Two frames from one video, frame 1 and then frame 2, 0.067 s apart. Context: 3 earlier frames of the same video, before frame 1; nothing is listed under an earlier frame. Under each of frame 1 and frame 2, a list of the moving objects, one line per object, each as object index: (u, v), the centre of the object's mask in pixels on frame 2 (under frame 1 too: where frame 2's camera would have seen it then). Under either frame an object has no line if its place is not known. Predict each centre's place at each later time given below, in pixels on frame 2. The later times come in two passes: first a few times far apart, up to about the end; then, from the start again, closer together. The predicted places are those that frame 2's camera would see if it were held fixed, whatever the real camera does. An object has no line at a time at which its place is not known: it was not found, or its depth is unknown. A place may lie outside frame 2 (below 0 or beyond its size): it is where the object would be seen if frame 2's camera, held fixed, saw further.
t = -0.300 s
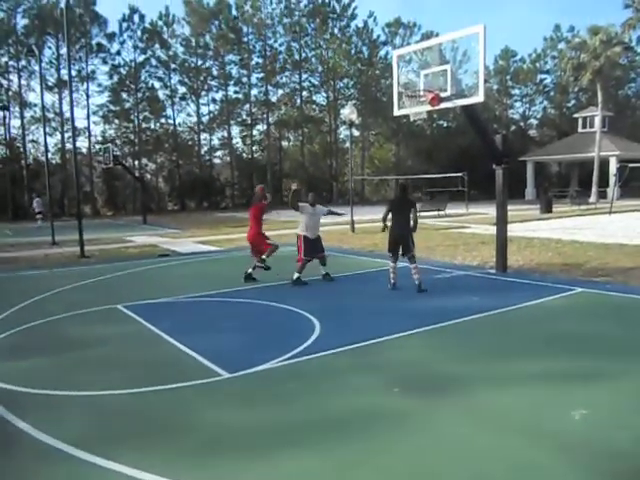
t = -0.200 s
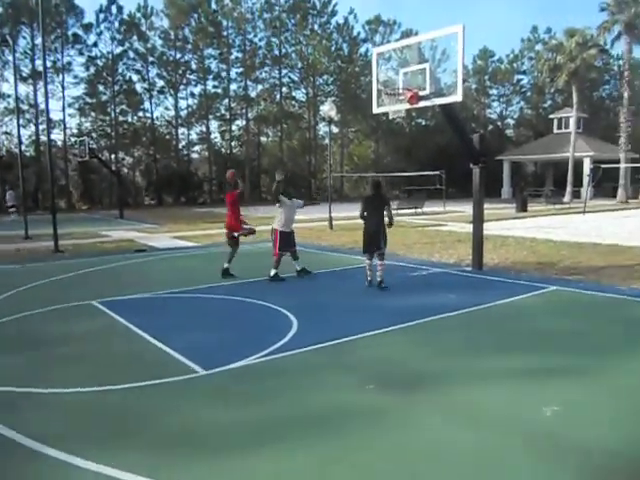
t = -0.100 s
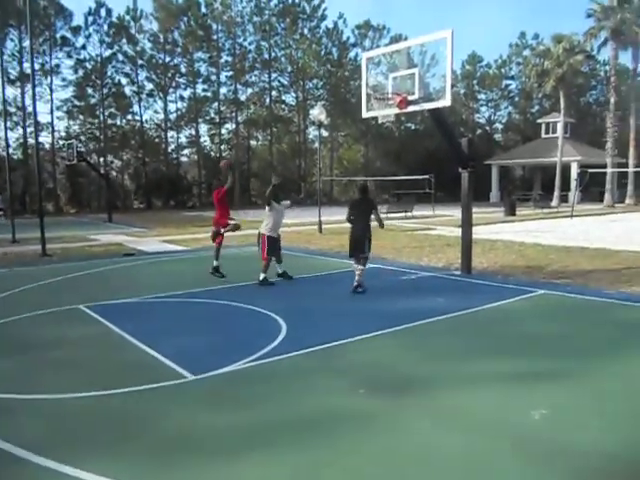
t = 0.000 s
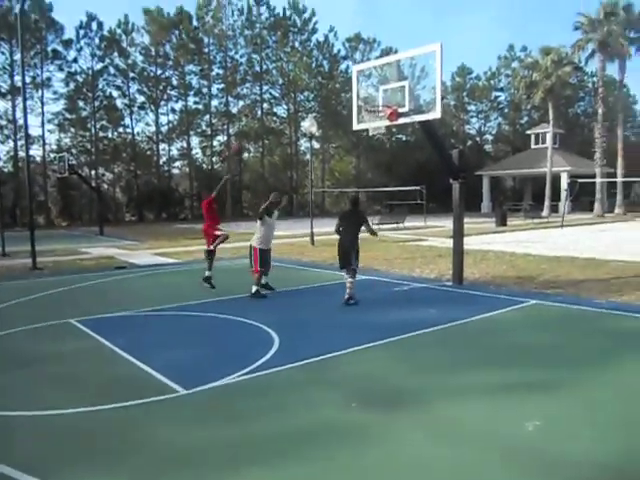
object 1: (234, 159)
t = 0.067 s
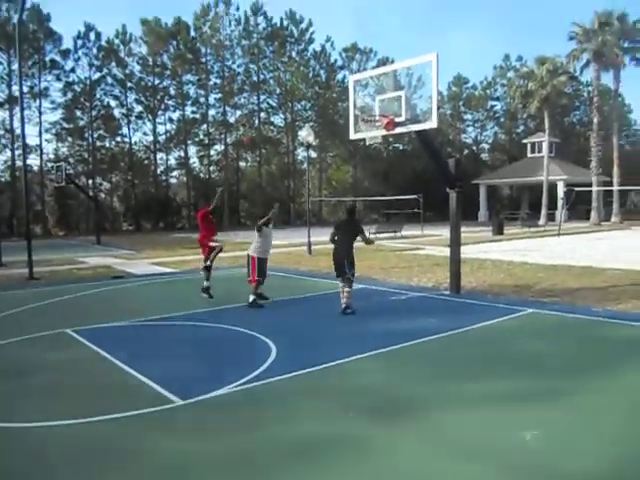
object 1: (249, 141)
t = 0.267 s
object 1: (293, 106)
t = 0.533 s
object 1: (358, 94)
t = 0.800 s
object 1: (361, 108)
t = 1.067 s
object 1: (369, 116)
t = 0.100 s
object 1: (255, 134)
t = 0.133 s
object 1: (266, 126)
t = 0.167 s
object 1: (272, 118)
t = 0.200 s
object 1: (279, 114)
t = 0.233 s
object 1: (287, 109)
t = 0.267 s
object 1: (293, 106)
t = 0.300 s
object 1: (302, 102)
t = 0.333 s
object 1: (310, 99)
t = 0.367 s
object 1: (317, 95)
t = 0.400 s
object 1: (324, 95)
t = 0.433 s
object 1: (331, 93)
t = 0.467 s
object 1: (341, 92)
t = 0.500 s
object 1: (350, 93)
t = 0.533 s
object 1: (358, 94)
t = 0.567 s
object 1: (364, 96)
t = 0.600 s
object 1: (364, 96)
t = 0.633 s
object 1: (364, 97)
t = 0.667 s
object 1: (363, 99)
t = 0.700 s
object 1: (362, 103)
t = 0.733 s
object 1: (361, 106)
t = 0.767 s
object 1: (361, 108)
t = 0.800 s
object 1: (361, 108)
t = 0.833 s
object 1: (362, 106)
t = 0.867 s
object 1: (363, 106)
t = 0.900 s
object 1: (364, 106)
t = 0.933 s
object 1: (364, 106)
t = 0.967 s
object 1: (365, 107)
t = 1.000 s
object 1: (366, 110)
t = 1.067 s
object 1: (369, 116)
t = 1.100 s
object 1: (371, 119)
